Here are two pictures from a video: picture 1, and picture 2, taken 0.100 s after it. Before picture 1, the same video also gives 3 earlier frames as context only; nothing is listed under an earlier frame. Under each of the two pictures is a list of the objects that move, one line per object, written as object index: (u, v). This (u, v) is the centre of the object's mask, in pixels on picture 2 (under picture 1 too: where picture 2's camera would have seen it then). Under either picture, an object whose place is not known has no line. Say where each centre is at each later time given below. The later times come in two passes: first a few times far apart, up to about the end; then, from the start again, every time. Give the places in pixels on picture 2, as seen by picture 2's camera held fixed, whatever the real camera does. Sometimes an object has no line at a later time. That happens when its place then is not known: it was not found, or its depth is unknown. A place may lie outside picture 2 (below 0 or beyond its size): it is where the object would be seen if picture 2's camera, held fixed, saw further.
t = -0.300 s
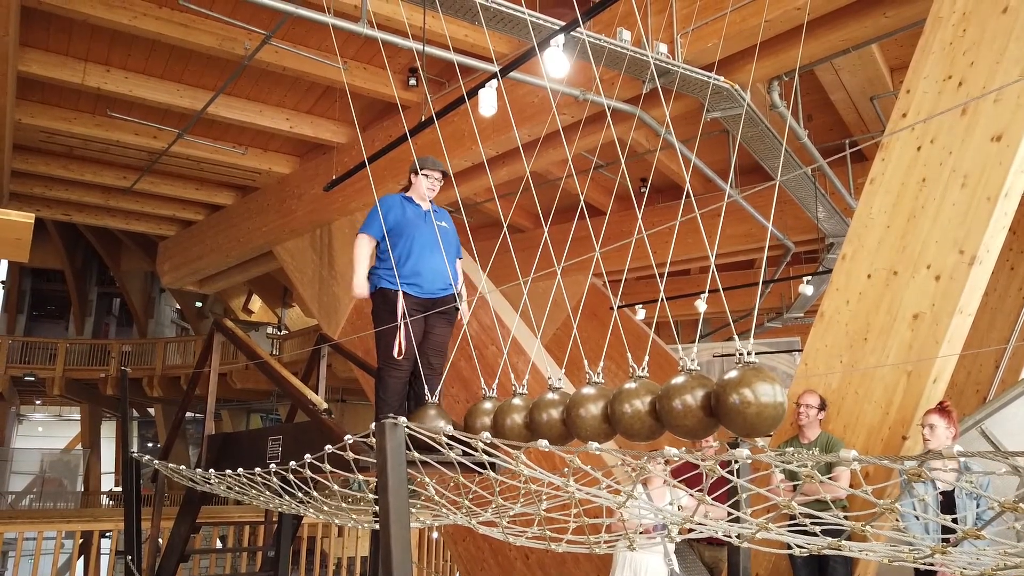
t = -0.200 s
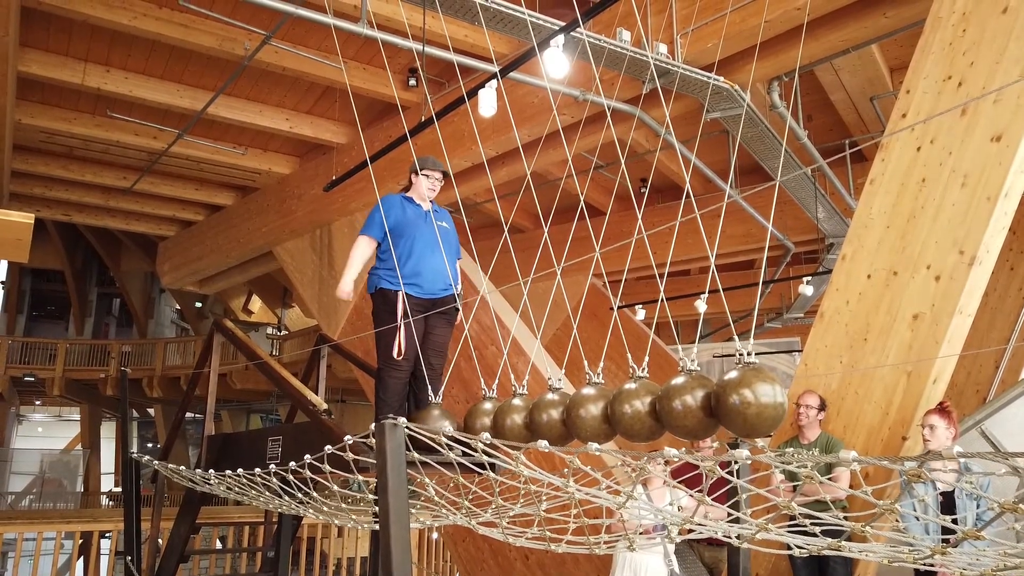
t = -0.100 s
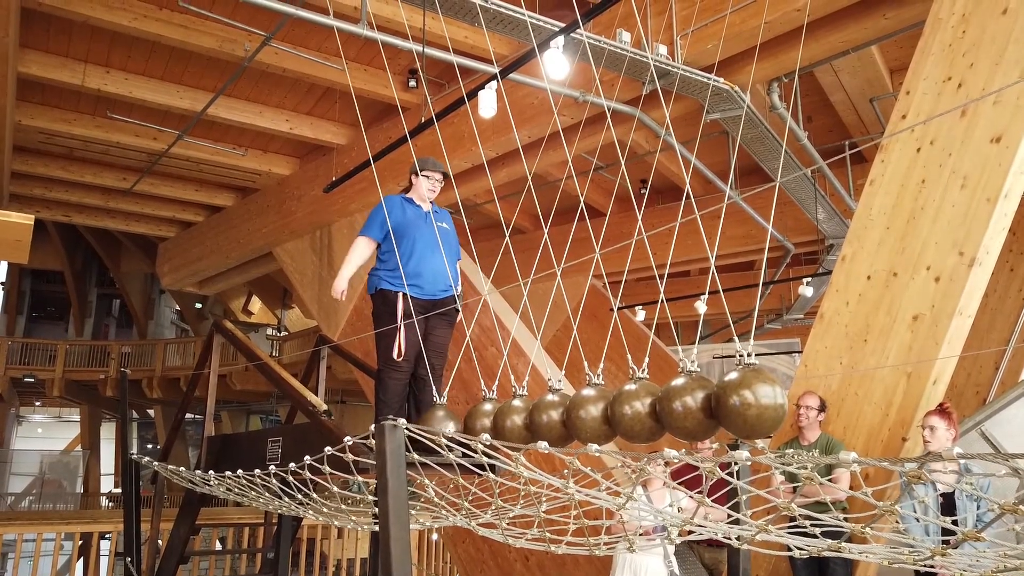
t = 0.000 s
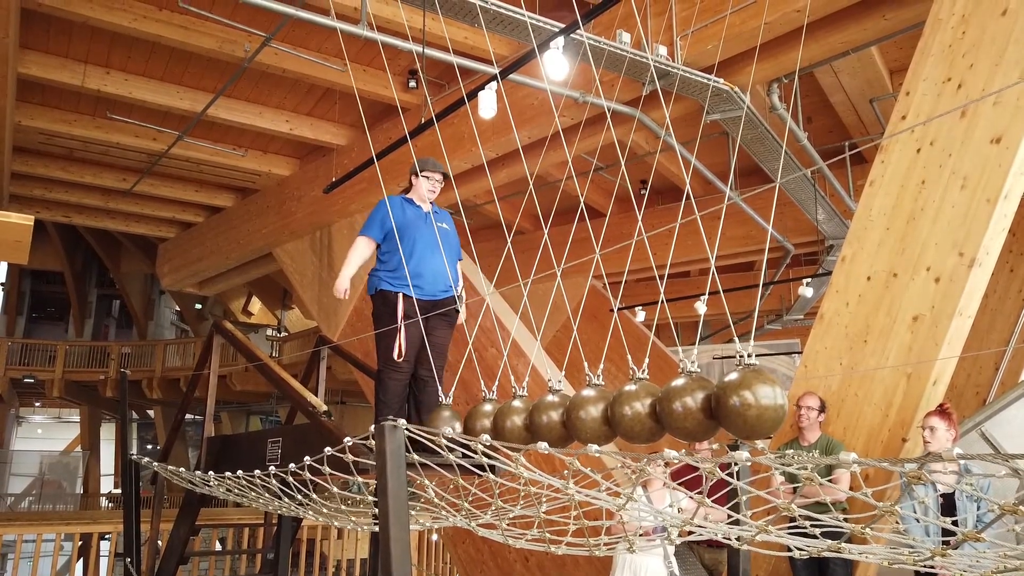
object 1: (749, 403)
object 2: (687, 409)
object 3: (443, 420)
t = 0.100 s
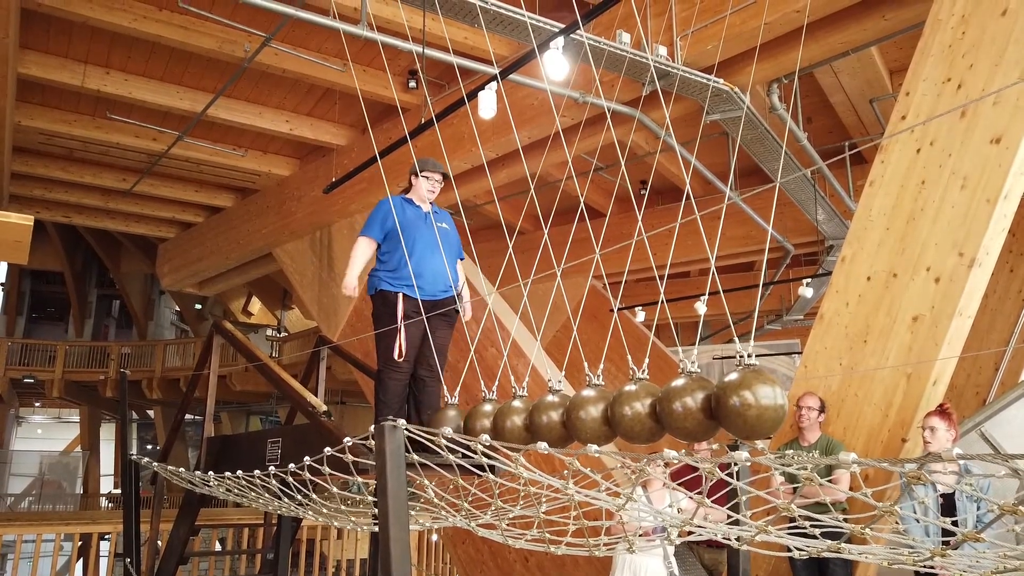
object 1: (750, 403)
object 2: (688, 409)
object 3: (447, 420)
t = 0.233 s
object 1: (750, 403)
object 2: (688, 409)
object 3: (454, 417)
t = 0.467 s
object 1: (779, 400)
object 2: (694, 408)
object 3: (454, 417)
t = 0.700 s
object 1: (805, 398)
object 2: (696, 409)
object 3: (455, 418)
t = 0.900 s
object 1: (821, 395)
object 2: (696, 409)
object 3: (456, 418)
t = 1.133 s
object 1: (829, 393)
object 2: (697, 408)
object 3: (457, 418)
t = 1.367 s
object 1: (823, 394)
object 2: (699, 408)
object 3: (457, 418)
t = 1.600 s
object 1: (807, 397)
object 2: (698, 408)
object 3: (457, 418)
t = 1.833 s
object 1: (781, 401)
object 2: (697, 409)
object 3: (457, 418)
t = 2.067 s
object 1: (756, 403)
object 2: (693, 409)
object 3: (456, 418)
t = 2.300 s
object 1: (753, 404)
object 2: (691, 409)
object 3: (452, 418)
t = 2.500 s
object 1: (751, 404)
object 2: (689, 409)
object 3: (443, 420)
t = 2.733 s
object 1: (748, 405)
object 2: (686, 410)
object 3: (440, 421)
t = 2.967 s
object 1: (746, 405)
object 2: (685, 410)
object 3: (438, 421)
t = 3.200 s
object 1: (745, 405)
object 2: (684, 410)
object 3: (439, 421)
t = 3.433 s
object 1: (744, 405)
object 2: (683, 410)
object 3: (440, 420)
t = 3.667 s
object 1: (744, 405)
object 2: (683, 410)
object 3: (444, 420)
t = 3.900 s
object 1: (746, 405)
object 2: (685, 410)
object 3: (450, 418)
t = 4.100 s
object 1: (750, 404)
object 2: (688, 409)
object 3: (453, 418)
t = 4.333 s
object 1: (759, 403)
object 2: (692, 409)
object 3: (454, 418)
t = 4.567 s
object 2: (695, 408)
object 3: (455, 418)
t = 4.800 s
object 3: (456, 419)
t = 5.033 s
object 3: (458, 419)
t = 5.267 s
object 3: (459, 419)
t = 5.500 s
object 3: (460, 419)
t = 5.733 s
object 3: (458, 418)
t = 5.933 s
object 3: (458, 419)
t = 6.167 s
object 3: (458, 419)
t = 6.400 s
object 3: (458, 419)
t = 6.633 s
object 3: (458, 419)
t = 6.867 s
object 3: (457, 419)
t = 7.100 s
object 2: (693, 410)
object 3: (457, 419)
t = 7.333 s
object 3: (458, 418)
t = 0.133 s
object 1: (750, 403)
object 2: (688, 409)
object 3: (449, 418)
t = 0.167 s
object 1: (750, 403)
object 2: (688, 409)
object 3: (452, 418)
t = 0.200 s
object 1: (750, 403)
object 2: (688, 409)
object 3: (453, 418)
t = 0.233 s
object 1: (750, 403)
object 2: (688, 409)
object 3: (454, 417)
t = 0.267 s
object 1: (754, 403)
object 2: (690, 408)
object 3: (454, 418)
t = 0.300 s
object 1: (758, 403)
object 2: (691, 408)
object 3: (454, 417)
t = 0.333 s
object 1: (762, 402)
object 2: (692, 408)
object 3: (454, 417)
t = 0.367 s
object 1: (766, 402)
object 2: (693, 408)
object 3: (454, 417)
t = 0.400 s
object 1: (771, 401)
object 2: (693, 408)
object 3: (454, 417)
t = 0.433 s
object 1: (775, 401)
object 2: (694, 408)
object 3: (454, 417)
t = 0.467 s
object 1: (779, 400)
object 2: (694, 408)
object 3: (454, 417)
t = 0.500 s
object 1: (783, 400)
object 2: (694, 408)
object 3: (454, 417)
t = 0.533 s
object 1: (787, 400)
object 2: (694, 408)
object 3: (454, 418)
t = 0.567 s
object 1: (791, 399)
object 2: (695, 408)
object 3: (454, 418)
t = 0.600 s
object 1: (795, 399)
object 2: (695, 409)
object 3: (454, 418)
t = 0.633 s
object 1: (798, 398)
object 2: (695, 409)
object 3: (454, 418)
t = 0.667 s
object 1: (802, 398)
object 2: (695, 409)
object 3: (455, 418)
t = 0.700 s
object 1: (805, 398)
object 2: (696, 409)
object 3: (455, 418)
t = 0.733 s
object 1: (808, 397)
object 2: (696, 409)
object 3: (455, 418)
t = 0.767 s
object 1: (811, 397)
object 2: (696, 409)
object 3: (455, 418)
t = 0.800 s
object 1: (814, 396)
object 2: (696, 409)
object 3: (455, 418)
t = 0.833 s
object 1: (817, 396)
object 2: (696, 409)
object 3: (455, 418)
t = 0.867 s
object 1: (819, 395)
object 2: (696, 409)
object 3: (455, 418)
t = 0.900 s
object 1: (821, 395)
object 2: (696, 409)
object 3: (456, 418)
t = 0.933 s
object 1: (823, 394)
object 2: (697, 409)
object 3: (456, 418)
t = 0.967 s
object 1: (824, 394)
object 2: (697, 409)
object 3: (456, 418)
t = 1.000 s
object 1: (826, 394)
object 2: (697, 409)
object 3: (456, 418)
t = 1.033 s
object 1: (827, 393)
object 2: (697, 408)
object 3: (456, 418)
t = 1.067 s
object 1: (828, 393)
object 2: (697, 408)
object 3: (456, 418)
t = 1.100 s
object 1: (828, 393)
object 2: (697, 408)
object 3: (456, 418)
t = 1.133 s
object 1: (829, 393)
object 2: (697, 408)
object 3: (457, 418)
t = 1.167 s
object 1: (829, 393)
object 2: (697, 408)
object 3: (457, 418)
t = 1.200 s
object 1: (829, 393)
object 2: (698, 408)
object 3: (457, 418)
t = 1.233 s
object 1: (828, 393)
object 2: (698, 408)
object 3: (457, 418)
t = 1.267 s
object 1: (827, 393)
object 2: (698, 408)
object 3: (457, 418)
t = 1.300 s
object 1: (826, 394)
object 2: (698, 408)
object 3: (457, 418)
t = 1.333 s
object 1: (825, 394)
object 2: (698, 408)
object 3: (457, 418)
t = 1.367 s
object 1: (823, 394)
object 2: (699, 408)
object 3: (457, 418)
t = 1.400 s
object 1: (822, 394)
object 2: (699, 408)
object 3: (457, 418)
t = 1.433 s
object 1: (820, 394)
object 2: (699, 408)
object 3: (457, 418)
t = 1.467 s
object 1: (817, 395)
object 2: (699, 408)
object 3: (457, 418)
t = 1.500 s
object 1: (815, 395)
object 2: (699, 408)
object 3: (457, 418)
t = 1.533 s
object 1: (812, 396)
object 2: (698, 408)
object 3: (457, 418)
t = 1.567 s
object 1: (810, 396)
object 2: (698, 408)
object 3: (457, 418)
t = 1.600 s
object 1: (807, 397)
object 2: (698, 408)
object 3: (457, 418)
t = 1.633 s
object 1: (804, 397)
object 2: (698, 408)
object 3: (457, 418)
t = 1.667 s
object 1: (800, 398)
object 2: (698, 408)
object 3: (457, 418)
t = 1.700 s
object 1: (796, 399)
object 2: (698, 408)
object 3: (457, 418)
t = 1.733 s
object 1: (792, 399)
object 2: (698, 409)
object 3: (457, 418)
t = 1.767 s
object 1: (789, 400)
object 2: (698, 409)
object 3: (457, 418)
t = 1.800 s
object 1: (785, 400)
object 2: (697, 409)
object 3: (457, 418)
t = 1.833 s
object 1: (781, 401)
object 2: (697, 409)
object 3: (457, 418)
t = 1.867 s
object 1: (777, 401)
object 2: (697, 409)
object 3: (457, 418)
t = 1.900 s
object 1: (773, 402)
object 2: (697, 409)
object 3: (457, 418)
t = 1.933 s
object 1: (769, 403)
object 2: (697, 409)
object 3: (456, 418)
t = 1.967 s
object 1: (765, 403)
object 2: (696, 409)
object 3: (456, 418)
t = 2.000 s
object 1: (761, 403)
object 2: (695, 409)
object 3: (456, 418)
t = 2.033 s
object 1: (756, 403)
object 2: (694, 409)
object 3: (456, 418)
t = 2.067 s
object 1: (756, 403)
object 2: (693, 409)
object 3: (456, 418)
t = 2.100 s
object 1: (755, 404)
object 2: (692, 409)
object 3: (455, 418)
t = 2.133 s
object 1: (755, 404)
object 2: (692, 409)
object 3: (455, 418)
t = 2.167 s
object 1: (754, 404)
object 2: (692, 409)
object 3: (455, 418)
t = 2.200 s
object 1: (754, 404)
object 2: (692, 409)
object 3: (454, 418)
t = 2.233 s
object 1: (754, 404)
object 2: (691, 409)
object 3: (454, 418)
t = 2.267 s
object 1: (754, 404)
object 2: (691, 409)
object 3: (453, 418)
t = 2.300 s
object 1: (753, 404)
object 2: (691, 409)
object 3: (452, 418)
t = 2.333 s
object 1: (753, 404)
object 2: (691, 409)
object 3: (449, 419)
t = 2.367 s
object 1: (753, 404)
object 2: (690, 409)
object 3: (448, 419)
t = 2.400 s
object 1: (752, 404)
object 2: (690, 409)
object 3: (446, 419)
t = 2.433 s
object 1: (752, 404)
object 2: (690, 409)
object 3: (445, 419)
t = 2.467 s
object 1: (752, 404)
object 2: (689, 409)
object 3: (444, 420)
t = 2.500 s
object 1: (751, 404)
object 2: (689, 409)
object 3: (443, 420)
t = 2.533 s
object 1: (751, 404)
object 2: (689, 409)
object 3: (443, 420)
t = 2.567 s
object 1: (750, 404)
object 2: (688, 409)
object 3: (443, 420)
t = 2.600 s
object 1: (750, 404)
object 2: (688, 410)
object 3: (441, 421)
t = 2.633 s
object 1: (750, 404)
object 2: (688, 410)
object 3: (441, 421)
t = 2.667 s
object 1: (749, 404)
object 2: (687, 410)
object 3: (440, 421)
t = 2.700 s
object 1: (749, 405)
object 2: (687, 410)
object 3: (440, 421)
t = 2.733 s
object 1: (748, 405)
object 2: (686, 410)
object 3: (440, 421)
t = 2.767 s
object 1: (748, 405)
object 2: (686, 410)
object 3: (440, 421)
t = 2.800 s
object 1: (747, 405)
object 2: (686, 410)
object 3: (439, 421)
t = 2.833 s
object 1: (747, 405)
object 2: (685, 410)
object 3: (439, 421)
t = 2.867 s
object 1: (746, 405)
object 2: (685, 410)
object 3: (439, 421)
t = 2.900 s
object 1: (746, 405)
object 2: (685, 410)
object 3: (438, 421)
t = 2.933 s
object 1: (746, 405)
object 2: (685, 410)
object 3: (438, 421)
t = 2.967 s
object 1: (746, 405)
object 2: (685, 410)
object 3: (438, 421)
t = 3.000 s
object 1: (746, 405)
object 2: (685, 410)
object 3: (438, 421)
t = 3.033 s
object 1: (746, 405)
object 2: (685, 410)
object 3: (438, 421)
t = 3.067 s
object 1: (746, 405)
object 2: (684, 410)
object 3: (438, 421)
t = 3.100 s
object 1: (746, 405)
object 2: (684, 410)
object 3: (438, 421)
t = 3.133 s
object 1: (746, 405)
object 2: (684, 410)
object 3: (438, 421)
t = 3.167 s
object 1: (745, 405)
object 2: (684, 410)
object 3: (438, 421)
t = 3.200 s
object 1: (745, 405)
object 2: (684, 410)
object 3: (439, 421)
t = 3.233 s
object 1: (745, 405)
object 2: (684, 410)
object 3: (439, 421)
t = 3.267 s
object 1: (745, 405)
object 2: (683, 410)
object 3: (439, 421)
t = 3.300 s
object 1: (745, 405)
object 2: (683, 410)
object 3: (440, 421)
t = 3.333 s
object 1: (744, 405)
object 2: (683, 410)
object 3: (440, 421)
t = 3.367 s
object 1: (744, 405)
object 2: (683, 410)
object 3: (440, 421)
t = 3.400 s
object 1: (744, 405)
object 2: (683, 410)
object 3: (440, 421)
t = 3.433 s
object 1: (744, 405)
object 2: (683, 410)
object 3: (440, 420)
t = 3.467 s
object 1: (744, 405)
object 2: (683, 410)
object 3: (440, 420)
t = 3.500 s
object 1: (744, 405)
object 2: (683, 410)
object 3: (441, 420)
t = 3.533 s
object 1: (744, 405)
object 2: (683, 410)
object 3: (441, 420)
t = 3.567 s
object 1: (744, 405)
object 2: (683, 410)
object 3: (442, 420)
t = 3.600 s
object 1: (744, 405)
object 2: (683, 410)
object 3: (443, 420)
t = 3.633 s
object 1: (744, 405)
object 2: (683, 410)
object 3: (444, 420)
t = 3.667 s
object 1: (744, 405)
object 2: (683, 410)
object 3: (444, 420)
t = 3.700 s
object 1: (744, 405)
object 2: (683, 410)
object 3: (445, 420)
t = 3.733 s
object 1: (745, 405)
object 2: (684, 410)
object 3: (447, 419)
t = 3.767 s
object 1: (745, 405)
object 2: (684, 410)
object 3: (448, 418)
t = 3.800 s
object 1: (745, 405)
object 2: (684, 410)
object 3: (448, 418)
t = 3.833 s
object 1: (745, 405)
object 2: (684, 409)
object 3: (449, 418)
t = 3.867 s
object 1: (746, 405)
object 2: (684, 410)
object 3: (450, 418)
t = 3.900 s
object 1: (746, 405)
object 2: (685, 410)
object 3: (450, 418)
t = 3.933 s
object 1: (746, 405)
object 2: (685, 409)
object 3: (451, 418)
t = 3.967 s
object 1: (747, 405)
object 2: (685, 409)
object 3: (451, 418)
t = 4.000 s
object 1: (747, 405)
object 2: (686, 409)
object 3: (452, 418)
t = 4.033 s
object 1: (748, 405)
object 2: (686, 409)
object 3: (452, 418)
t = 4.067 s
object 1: (749, 404)
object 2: (687, 409)
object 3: (452, 418)
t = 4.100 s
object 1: (750, 404)
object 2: (688, 409)
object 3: (453, 418)
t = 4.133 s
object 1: (752, 404)
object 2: (688, 409)
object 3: (453, 418)
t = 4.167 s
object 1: (753, 404)
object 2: (689, 409)
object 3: (453, 418)
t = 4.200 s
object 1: (754, 404)
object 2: (689, 409)
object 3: (453, 418)
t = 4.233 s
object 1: (756, 404)
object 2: (690, 409)
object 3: (453, 418)
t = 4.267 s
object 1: (757, 404)
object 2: (690, 409)
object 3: (454, 418)
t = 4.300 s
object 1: (758, 403)
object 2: (691, 409)
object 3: (454, 418)
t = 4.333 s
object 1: (759, 403)
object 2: (692, 409)
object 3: (454, 418)
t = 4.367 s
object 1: (760, 403)
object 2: (692, 409)
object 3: (454, 418)
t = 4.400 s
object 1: (761, 403)
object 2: (693, 409)
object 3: (454, 418)
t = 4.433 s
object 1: (762, 403)
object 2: (693, 409)
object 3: (454, 418)
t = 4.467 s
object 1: (763, 403)
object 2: (694, 409)
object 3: (454, 418)
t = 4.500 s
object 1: (764, 403)
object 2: (694, 409)
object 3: (454, 418)
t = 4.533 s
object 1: (765, 402)
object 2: (695, 408)
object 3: (455, 418)
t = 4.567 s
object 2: (695, 408)
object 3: (455, 418)
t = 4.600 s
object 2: (696, 408)
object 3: (455, 418)
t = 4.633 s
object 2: (696, 408)
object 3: (455, 419)
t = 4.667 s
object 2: (696, 408)
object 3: (455, 419)
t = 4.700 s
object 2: (697, 408)
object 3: (456, 419)
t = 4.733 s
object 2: (697, 408)
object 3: (456, 419)
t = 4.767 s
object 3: (456, 419)
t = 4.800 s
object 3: (456, 419)
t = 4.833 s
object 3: (457, 419)
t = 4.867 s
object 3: (457, 419)
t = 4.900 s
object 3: (457, 419)
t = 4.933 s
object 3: (457, 419)
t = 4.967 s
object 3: (458, 419)
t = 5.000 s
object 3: (458, 419)
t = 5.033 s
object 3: (458, 419)
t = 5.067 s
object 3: (458, 419)
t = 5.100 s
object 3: (458, 419)
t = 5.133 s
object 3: (459, 419)
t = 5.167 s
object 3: (459, 419)
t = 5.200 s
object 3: (459, 419)
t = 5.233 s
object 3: (459, 419)
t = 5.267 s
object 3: (459, 419)
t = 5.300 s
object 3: (460, 419)
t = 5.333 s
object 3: (460, 419)
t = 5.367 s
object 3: (460, 419)
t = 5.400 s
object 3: (460, 419)
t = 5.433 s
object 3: (460, 419)
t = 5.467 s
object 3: (460, 419)
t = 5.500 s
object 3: (460, 419)
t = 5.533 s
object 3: (459, 419)
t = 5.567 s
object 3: (459, 419)
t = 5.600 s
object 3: (459, 418)
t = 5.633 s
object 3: (459, 418)
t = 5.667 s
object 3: (459, 418)
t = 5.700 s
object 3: (458, 418)
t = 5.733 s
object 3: (458, 418)
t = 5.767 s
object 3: (458, 419)
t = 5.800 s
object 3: (458, 419)
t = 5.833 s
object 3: (458, 419)
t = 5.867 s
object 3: (458, 419)
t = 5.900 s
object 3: (458, 419)
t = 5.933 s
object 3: (458, 419)
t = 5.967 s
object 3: (458, 419)
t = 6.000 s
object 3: (458, 419)
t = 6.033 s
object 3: (458, 419)
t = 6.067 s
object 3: (458, 419)
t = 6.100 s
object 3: (458, 419)
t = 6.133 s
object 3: (458, 419)
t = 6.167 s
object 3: (458, 419)
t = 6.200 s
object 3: (458, 419)
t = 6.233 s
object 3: (458, 419)
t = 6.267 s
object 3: (458, 419)
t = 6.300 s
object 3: (458, 419)
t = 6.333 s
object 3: (458, 419)
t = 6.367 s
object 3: (458, 419)
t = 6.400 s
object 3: (458, 419)
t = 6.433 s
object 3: (458, 419)
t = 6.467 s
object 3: (458, 419)
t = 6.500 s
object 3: (458, 419)
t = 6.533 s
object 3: (458, 419)
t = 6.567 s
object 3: (458, 419)
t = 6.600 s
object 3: (458, 419)
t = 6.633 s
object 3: (458, 419)
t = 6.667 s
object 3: (457, 419)
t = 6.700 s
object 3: (457, 419)
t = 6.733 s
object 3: (457, 419)
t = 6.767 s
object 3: (457, 419)
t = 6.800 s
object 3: (457, 419)
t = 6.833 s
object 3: (457, 419)
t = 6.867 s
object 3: (457, 419)
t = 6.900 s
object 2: (693, 410)
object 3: (457, 419)
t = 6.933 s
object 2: (693, 410)
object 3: (457, 418)
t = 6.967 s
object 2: (693, 410)
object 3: (457, 418)
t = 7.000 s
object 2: (693, 410)
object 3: (457, 419)
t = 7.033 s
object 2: (693, 410)
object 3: (457, 419)
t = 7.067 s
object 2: (693, 410)
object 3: (457, 419)
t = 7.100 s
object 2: (693, 410)
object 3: (457, 419)
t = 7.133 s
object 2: (693, 410)
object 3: (458, 419)
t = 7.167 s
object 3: (458, 419)
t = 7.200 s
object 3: (458, 419)
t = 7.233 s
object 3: (458, 419)
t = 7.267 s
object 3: (458, 418)
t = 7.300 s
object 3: (458, 418)
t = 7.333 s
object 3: (458, 418)
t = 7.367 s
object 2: (693, 410)
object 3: (458, 418)
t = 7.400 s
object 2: (693, 410)
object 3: (458, 418)
